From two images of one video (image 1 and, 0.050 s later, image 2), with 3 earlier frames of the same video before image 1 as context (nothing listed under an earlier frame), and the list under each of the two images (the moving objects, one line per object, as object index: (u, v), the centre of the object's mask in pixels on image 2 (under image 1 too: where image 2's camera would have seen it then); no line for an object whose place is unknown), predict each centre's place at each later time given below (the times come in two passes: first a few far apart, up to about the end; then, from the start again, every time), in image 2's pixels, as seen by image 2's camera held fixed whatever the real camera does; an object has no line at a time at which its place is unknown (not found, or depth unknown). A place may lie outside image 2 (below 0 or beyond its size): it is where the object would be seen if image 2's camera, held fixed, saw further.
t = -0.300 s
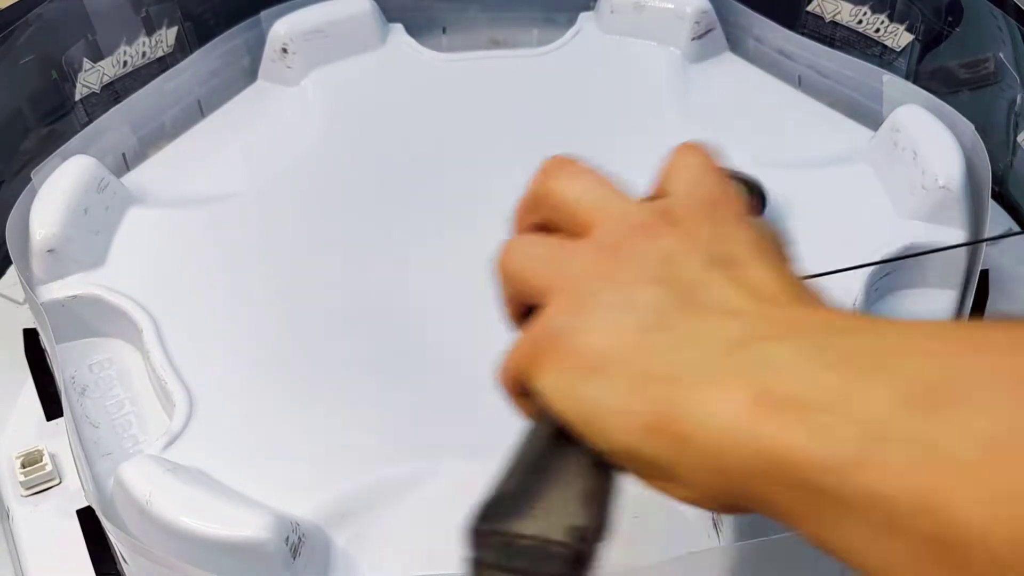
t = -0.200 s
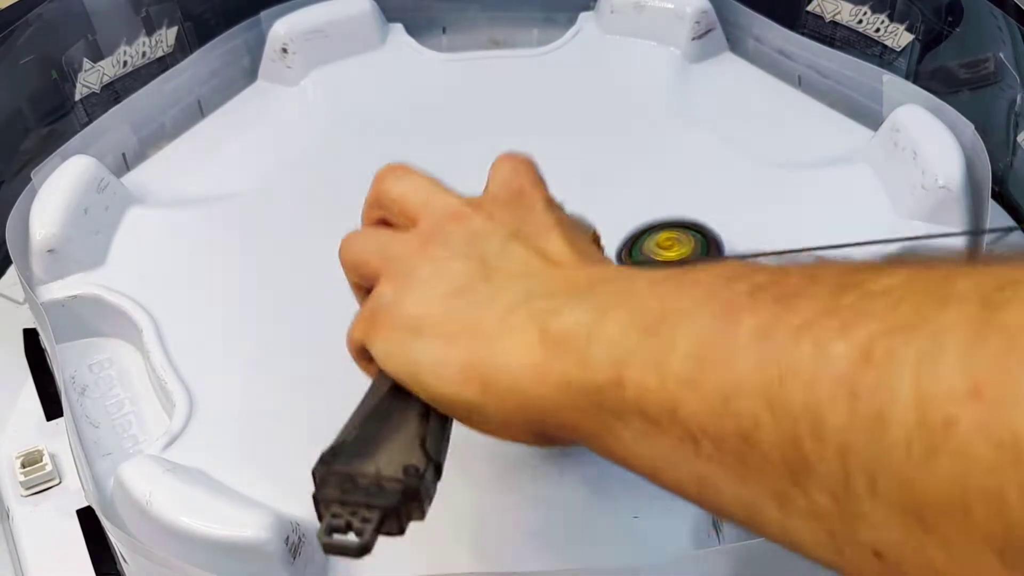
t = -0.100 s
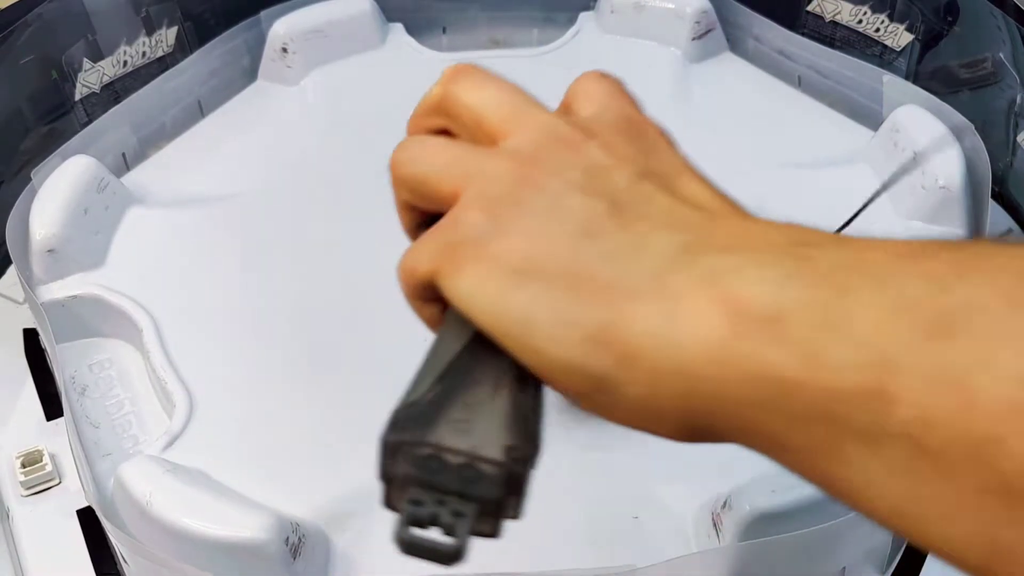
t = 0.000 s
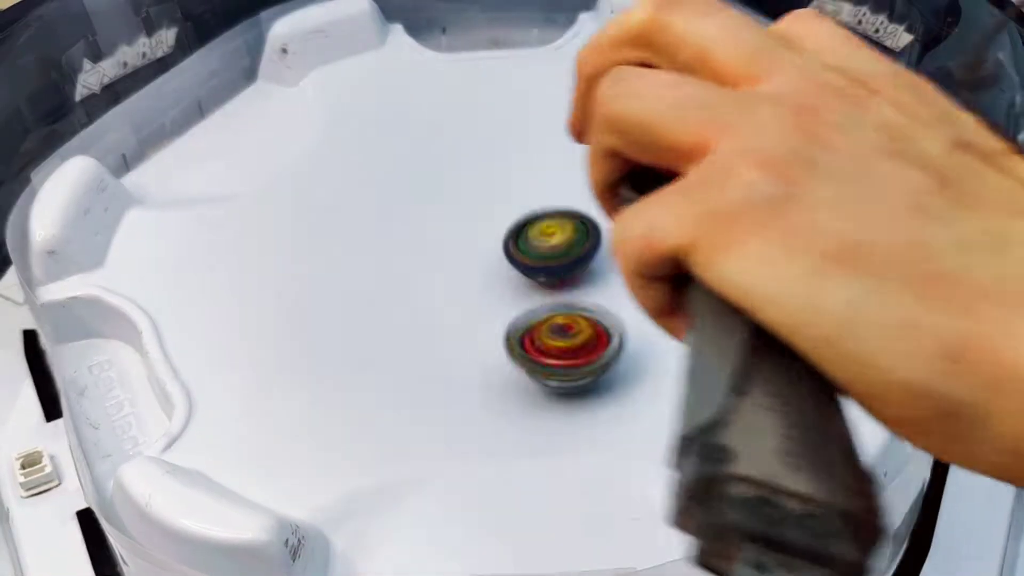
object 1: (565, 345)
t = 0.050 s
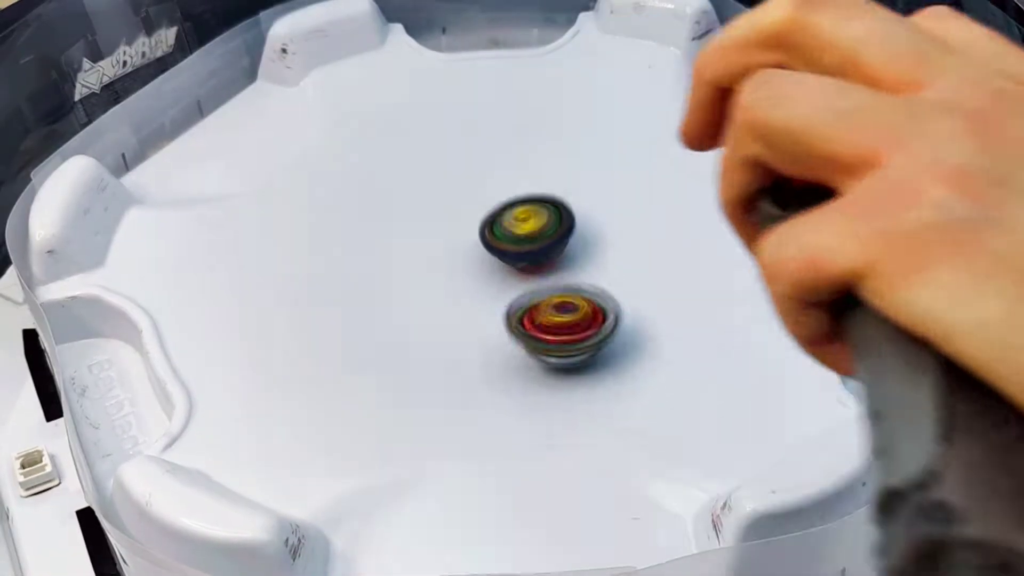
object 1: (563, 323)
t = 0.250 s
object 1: (480, 300)
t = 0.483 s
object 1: (422, 372)
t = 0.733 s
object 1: (563, 379)
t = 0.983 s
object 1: (597, 304)
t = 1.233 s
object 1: (638, 391)
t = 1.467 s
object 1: (660, 342)
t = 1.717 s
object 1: (540, 290)
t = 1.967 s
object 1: (429, 322)
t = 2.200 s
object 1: (492, 364)
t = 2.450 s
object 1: (558, 271)
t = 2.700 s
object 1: (605, 225)
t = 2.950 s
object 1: (390, 240)
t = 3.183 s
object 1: (397, 374)
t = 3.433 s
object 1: (635, 334)
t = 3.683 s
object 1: (564, 147)
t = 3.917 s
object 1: (313, 109)
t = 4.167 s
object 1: (158, 145)
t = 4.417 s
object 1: (228, 126)
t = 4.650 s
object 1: (315, 105)
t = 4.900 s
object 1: (349, 190)
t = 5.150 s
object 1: (391, 292)
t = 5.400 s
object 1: (503, 300)
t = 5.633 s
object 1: (476, 270)
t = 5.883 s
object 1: (429, 288)
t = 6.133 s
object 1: (470, 261)
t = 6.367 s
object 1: (416, 258)
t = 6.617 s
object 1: (479, 256)
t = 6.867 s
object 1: (458, 243)
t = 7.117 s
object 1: (477, 258)
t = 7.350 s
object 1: (512, 286)
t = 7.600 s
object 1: (556, 284)
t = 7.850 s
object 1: (571, 289)
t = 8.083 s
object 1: (568, 277)
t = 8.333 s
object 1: (581, 306)
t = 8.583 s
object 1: (553, 272)
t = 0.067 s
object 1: (563, 314)
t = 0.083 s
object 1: (563, 305)
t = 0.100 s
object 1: (562, 296)
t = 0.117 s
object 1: (560, 285)
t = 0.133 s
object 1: (558, 276)
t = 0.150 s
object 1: (553, 265)
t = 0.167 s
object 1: (542, 266)
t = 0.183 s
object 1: (531, 274)
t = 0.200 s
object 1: (519, 281)
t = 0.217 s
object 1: (507, 287)
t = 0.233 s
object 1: (493, 293)
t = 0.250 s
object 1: (480, 300)
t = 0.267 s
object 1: (468, 306)
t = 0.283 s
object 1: (456, 312)
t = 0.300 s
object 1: (445, 318)
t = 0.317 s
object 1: (436, 323)
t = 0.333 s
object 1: (428, 329)
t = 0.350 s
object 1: (421, 334)
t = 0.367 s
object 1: (416, 339)
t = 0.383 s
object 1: (412, 344)
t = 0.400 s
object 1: (411, 350)
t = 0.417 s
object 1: (411, 354)
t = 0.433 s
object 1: (412, 359)
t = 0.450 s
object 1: (415, 363)
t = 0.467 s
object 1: (418, 368)
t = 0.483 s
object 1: (422, 372)
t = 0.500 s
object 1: (428, 376)
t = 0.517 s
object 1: (434, 381)
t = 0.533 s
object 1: (441, 384)
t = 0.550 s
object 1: (449, 388)
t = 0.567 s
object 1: (457, 391)
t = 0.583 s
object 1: (466, 394)
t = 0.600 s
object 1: (475, 396)
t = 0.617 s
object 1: (485, 399)
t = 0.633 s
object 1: (496, 400)
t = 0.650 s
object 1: (508, 400)
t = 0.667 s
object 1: (520, 398)
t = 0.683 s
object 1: (531, 396)
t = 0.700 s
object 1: (543, 392)
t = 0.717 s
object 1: (553, 386)
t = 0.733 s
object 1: (563, 379)
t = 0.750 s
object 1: (572, 371)
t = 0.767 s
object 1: (580, 363)
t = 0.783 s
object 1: (587, 353)
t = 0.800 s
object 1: (591, 343)
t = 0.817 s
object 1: (596, 332)
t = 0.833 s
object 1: (597, 321)
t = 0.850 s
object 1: (598, 310)
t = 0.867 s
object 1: (598, 300)
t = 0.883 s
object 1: (596, 287)
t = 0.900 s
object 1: (596, 278)
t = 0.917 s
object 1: (595, 274)
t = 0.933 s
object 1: (595, 275)
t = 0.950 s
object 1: (596, 281)
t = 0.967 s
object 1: (597, 290)
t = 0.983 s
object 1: (597, 304)
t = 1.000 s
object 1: (598, 321)
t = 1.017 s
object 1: (598, 346)
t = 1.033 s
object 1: (599, 365)
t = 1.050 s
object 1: (599, 363)
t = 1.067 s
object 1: (600, 368)
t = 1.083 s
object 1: (602, 374)
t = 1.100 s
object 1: (603, 376)
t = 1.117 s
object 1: (606, 380)
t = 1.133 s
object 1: (609, 382)
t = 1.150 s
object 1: (613, 384)
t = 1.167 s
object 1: (618, 386)
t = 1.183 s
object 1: (622, 388)
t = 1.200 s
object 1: (627, 389)
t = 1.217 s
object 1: (633, 389)
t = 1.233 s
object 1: (638, 391)
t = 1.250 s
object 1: (645, 391)
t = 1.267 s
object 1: (650, 390)
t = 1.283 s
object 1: (655, 390)
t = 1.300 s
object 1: (660, 389)
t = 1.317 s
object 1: (665, 386)
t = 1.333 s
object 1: (668, 384)
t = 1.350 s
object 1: (672, 380)
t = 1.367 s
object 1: (673, 376)
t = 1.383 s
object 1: (673, 371)
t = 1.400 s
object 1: (673, 366)
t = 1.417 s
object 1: (672, 361)
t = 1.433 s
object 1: (668, 355)
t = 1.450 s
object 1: (664, 349)
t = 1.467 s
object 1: (660, 342)
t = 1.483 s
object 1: (653, 336)
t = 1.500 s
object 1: (646, 329)
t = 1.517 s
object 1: (639, 322)
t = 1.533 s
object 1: (630, 314)
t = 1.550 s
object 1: (620, 307)
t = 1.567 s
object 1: (611, 300)
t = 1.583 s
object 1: (601, 293)
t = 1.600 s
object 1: (595, 288)
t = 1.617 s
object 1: (589, 287)
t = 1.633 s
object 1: (583, 289)
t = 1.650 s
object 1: (576, 288)
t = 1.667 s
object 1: (569, 289)
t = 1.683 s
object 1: (559, 289)
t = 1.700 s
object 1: (549, 289)
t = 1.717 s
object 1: (540, 290)
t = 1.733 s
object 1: (530, 292)
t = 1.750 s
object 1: (518, 292)
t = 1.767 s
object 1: (508, 294)
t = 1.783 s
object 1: (498, 297)
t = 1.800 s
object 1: (488, 299)
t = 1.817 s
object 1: (478, 301)
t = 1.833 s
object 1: (470, 302)
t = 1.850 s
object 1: (462, 304)
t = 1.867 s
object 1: (455, 307)
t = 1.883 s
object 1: (448, 310)
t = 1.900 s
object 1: (442, 311)
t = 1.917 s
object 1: (438, 314)
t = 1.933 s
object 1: (434, 316)
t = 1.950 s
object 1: (431, 319)
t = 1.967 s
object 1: (429, 322)
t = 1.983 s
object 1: (428, 325)
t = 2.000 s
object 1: (428, 328)
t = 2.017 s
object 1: (430, 331)
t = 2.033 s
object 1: (431, 335)
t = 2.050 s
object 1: (434, 339)
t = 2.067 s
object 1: (438, 342)
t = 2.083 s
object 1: (442, 346)
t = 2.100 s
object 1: (448, 349)
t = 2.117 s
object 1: (453, 353)
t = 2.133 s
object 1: (459, 357)
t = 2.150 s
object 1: (467, 360)
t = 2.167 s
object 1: (475, 362)
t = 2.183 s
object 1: (483, 364)
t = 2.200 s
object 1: (492, 364)
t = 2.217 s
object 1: (501, 363)
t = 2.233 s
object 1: (511, 361)
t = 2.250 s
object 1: (521, 358)
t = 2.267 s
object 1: (529, 353)
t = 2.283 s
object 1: (537, 347)
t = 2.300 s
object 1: (544, 339)
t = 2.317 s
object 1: (549, 332)
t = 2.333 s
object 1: (553, 324)
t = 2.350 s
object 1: (555, 315)
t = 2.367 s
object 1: (556, 306)
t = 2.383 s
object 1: (554, 297)
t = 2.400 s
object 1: (551, 287)
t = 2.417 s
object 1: (548, 278)
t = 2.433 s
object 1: (545, 271)
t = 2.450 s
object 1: (558, 271)
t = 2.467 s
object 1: (573, 272)
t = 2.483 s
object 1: (587, 273)
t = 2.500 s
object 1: (599, 273)
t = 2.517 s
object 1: (609, 272)
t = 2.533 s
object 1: (617, 270)
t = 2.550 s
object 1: (624, 268)
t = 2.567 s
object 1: (629, 264)
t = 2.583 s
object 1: (632, 261)
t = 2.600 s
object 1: (633, 256)
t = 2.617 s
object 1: (633, 252)
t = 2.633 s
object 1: (631, 247)
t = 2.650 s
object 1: (627, 242)
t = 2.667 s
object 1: (622, 236)
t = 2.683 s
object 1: (614, 231)
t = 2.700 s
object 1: (605, 225)
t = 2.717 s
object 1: (594, 220)
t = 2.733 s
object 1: (582, 216)
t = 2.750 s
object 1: (569, 213)
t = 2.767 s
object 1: (555, 210)
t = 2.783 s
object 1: (541, 206)
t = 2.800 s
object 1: (527, 204)
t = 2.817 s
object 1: (511, 203)
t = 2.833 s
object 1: (495, 202)
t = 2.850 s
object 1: (480, 203)
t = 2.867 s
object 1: (464, 204)
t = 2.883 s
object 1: (447, 206)
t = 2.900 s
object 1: (432, 213)
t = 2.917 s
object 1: (417, 222)
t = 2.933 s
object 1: (403, 231)
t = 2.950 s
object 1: (390, 240)
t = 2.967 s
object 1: (378, 249)
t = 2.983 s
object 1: (367, 259)
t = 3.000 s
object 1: (358, 268)
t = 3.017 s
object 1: (351, 278)
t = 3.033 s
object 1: (346, 288)
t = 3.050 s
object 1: (343, 299)
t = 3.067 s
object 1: (342, 310)
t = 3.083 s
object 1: (344, 320)
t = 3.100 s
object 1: (347, 330)
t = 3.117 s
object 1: (353, 340)
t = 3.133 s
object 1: (361, 349)
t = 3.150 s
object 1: (371, 358)
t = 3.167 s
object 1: (383, 366)
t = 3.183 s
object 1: (397, 374)
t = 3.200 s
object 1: (411, 380)
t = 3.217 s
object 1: (427, 386)
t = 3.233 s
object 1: (444, 390)
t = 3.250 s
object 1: (462, 392)
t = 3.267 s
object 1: (480, 394)
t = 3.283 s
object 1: (499, 394)
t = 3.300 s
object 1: (517, 392)
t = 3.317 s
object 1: (535, 390)
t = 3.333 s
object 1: (553, 385)
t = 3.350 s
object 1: (570, 380)
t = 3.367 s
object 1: (586, 373)
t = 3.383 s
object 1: (601, 364)
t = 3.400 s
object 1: (614, 355)
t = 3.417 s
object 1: (625, 344)
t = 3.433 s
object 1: (635, 334)
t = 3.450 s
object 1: (643, 322)
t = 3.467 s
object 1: (650, 310)
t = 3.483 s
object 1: (655, 297)
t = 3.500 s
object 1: (658, 284)
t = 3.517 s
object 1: (658, 270)
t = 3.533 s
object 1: (657, 257)
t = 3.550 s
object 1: (654, 244)
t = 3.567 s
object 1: (648, 231)
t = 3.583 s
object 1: (642, 217)
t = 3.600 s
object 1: (633, 204)
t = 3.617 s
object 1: (621, 192)
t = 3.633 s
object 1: (609, 180)
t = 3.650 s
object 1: (595, 169)
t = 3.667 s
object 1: (580, 158)
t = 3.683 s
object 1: (564, 147)
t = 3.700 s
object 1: (548, 137)
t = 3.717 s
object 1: (531, 130)
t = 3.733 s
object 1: (514, 124)
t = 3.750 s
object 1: (496, 118)
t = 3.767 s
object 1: (479, 113)
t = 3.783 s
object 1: (460, 108)
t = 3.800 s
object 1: (442, 104)
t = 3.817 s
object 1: (423, 102)
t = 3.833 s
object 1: (405, 101)
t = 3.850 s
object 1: (386, 101)
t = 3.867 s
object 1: (367, 102)
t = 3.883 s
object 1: (349, 103)
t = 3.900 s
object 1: (330, 106)
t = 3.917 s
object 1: (313, 109)
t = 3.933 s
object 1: (296, 114)
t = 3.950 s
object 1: (279, 119)
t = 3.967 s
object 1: (263, 122)
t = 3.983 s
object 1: (246, 125)
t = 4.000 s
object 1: (231, 128)
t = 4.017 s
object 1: (217, 131)
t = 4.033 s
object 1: (203, 134)
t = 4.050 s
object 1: (192, 138)
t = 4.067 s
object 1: (180, 141)
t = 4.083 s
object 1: (170, 145)
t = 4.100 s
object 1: (159, 147)
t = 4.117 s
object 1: (148, 150)
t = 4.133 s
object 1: (149, 148)
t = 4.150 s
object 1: (152, 145)
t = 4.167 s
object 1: (158, 145)
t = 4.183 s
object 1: (162, 144)
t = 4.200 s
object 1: (166, 141)
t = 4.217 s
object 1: (170, 139)
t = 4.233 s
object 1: (174, 138)
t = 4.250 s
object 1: (179, 137)
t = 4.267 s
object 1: (183, 136)
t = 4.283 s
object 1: (186, 134)
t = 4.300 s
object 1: (191, 133)
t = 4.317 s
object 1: (196, 132)
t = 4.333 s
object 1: (201, 130)
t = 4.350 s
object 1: (206, 129)
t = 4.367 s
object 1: (212, 130)
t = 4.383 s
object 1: (217, 128)
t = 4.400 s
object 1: (222, 127)
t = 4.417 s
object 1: (228, 126)
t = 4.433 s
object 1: (234, 125)
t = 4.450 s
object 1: (240, 124)
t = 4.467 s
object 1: (247, 123)
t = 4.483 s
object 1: (253, 122)
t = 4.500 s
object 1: (261, 120)
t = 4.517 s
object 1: (267, 120)
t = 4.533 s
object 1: (275, 119)
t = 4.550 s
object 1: (281, 116)
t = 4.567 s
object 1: (288, 116)
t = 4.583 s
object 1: (295, 114)
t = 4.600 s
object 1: (301, 111)
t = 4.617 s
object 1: (306, 108)
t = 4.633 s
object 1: (311, 106)
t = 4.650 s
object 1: (315, 105)
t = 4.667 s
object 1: (318, 105)
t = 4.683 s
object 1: (321, 106)
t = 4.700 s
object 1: (324, 108)
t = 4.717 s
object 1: (326, 110)
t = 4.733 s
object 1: (328, 114)
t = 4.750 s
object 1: (329, 119)
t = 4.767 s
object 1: (330, 125)
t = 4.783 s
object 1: (331, 130)
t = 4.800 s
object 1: (332, 137)
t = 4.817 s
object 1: (333, 145)
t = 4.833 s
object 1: (335, 153)
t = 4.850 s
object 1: (336, 161)
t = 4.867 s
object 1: (339, 171)
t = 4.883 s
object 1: (344, 179)
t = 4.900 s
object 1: (349, 190)
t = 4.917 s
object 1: (356, 199)
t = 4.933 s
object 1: (364, 210)
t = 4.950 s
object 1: (374, 221)
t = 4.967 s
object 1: (385, 231)
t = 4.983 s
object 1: (398, 242)
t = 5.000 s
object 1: (398, 244)
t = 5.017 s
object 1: (388, 248)
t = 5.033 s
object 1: (382, 257)
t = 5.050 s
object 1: (376, 261)
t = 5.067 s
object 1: (373, 267)
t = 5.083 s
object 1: (372, 272)
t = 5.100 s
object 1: (374, 278)
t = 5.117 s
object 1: (378, 283)
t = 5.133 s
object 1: (384, 289)
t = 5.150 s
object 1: (391, 292)
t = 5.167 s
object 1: (402, 298)
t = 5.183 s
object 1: (414, 301)
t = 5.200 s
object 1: (427, 305)
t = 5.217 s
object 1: (440, 306)
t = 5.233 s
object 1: (454, 307)
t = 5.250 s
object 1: (468, 306)
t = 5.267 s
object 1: (483, 305)
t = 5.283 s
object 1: (496, 302)
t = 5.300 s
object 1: (511, 298)
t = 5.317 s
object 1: (518, 295)
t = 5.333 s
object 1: (513, 299)
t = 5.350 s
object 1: (508, 300)
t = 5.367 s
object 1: (506, 300)
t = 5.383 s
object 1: (503, 301)
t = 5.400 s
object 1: (503, 300)
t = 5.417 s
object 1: (502, 300)
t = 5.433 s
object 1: (503, 298)
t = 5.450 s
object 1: (504, 297)
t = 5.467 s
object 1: (506, 295)
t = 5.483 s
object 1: (506, 292)
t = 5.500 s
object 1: (505, 289)
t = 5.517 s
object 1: (503, 287)
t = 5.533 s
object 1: (501, 284)
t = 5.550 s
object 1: (498, 281)
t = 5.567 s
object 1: (494, 278)
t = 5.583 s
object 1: (491, 276)
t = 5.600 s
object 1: (486, 274)
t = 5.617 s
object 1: (481, 271)
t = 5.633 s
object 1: (476, 270)
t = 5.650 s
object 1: (470, 268)
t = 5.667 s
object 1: (464, 268)
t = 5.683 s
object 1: (457, 267)
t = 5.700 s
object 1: (452, 267)
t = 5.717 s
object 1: (446, 267)
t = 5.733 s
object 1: (442, 268)
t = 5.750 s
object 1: (437, 270)
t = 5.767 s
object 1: (432, 271)
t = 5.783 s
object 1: (429, 274)
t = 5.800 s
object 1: (426, 276)
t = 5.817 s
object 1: (425, 279)
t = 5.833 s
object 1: (424, 281)
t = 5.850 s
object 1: (424, 284)
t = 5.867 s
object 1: (426, 286)
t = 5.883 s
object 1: (429, 288)
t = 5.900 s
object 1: (433, 290)
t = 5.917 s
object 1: (437, 291)
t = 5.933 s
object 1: (441, 291)
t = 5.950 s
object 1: (447, 292)
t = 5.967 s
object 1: (454, 291)
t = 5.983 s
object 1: (460, 289)
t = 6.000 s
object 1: (467, 286)
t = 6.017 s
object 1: (471, 283)
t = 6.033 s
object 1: (477, 279)
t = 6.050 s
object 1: (481, 276)
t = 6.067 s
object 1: (481, 273)
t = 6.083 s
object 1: (480, 270)
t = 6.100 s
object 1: (477, 267)
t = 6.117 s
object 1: (473, 264)
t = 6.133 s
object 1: (470, 261)
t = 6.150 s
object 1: (465, 259)
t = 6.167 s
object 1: (461, 256)
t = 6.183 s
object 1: (457, 255)
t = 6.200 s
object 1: (451, 253)
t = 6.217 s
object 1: (446, 251)
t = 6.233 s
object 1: (441, 251)
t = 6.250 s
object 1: (435, 251)
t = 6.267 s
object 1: (431, 251)
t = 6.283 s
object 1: (428, 252)
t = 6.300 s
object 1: (423, 253)
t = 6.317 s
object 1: (421, 254)
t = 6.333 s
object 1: (419, 255)
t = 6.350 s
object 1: (417, 256)
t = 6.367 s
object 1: (416, 258)
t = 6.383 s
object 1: (416, 260)
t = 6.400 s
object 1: (416, 262)
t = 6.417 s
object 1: (418, 263)
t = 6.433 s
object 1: (420, 265)
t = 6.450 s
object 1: (423, 267)
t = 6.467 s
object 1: (426, 268)
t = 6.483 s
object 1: (432, 269)
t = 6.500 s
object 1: (438, 270)
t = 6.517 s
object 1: (443, 270)
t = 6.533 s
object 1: (449, 269)
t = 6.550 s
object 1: (456, 268)
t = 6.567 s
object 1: (462, 266)
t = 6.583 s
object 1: (468, 263)
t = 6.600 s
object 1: (474, 260)
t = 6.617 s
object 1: (479, 256)
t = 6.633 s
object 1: (483, 252)
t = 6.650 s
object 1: (485, 248)
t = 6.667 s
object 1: (484, 248)
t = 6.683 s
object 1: (481, 246)
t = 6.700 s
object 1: (479, 245)
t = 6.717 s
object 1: (477, 243)
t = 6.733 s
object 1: (475, 242)
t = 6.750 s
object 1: (471, 242)
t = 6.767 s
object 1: (469, 241)
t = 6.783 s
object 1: (467, 241)
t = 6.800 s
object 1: (464, 241)
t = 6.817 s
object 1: (462, 241)
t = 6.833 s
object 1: (460, 241)
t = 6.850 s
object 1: (459, 242)
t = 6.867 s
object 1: (458, 243)
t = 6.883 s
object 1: (457, 243)
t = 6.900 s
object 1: (457, 244)
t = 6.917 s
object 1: (457, 245)
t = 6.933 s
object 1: (458, 247)
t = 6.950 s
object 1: (459, 247)
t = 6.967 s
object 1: (460, 248)
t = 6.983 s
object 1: (462, 249)
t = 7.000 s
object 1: (465, 250)
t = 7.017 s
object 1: (467, 251)
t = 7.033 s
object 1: (469, 251)
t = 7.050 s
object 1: (471, 252)
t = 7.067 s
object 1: (473, 254)
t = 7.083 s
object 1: (474, 256)
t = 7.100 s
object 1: (474, 257)
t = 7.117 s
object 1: (477, 258)
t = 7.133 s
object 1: (480, 258)
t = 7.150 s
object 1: (482, 259)
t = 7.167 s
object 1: (486, 259)
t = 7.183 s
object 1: (485, 263)
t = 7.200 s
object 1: (484, 267)
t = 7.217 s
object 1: (484, 271)
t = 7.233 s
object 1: (484, 275)
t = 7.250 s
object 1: (486, 279)
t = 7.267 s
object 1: (489, 281)
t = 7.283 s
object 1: (492, 284)
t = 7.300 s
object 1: (497, 285)
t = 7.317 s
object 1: (502, 286)
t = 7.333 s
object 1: (507, 286)
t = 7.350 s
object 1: (512, 286)
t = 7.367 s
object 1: (517, 286)
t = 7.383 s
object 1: (522, 283)
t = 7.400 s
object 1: (526, 281)
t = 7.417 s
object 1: (530, 278)
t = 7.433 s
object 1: (534, 276)
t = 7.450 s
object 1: (536, 273)
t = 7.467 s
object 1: (539, 275)
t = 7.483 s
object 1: (541, 277)
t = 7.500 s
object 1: (542, 280)
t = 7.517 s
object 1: (544, 281)
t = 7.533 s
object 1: (546, 282)
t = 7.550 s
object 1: (549, 283)
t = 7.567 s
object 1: (552, 283)
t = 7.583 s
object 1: (554, 283)
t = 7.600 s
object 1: (556, 284)
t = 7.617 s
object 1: (558, 283)
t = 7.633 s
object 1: (559, 281)
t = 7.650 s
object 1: (561, 281)
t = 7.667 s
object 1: (561, 279)
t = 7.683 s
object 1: (562, 278)
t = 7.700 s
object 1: (562, 278)
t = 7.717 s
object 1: (560, 276)
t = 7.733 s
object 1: (558, 272)
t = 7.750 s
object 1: (560, 275)
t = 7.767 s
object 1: (560, 278)
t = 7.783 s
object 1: (562, 281)
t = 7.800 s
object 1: (564, 283)
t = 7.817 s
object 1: (567, 285)
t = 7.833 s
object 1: (569, 288)
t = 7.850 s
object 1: (571, 289)
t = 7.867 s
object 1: (574, 290)
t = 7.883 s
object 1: (576, 291)
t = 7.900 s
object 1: (578, 291)
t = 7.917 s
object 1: (581, 291)
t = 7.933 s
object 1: (582, 290)
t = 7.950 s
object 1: (583, 290)
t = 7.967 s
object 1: (585, 288)
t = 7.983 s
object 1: (585, 286)
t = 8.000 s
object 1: (584, 285)
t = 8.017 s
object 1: (583, 283)
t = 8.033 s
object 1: (580, 281)
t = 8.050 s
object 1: (577, 280)
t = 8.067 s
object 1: (573, 278)
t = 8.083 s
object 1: (568, 277)
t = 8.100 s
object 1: (563, 276)
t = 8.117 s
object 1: (557, 276)
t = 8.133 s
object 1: (551, 275)
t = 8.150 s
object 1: (550, 277)
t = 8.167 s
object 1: (550, 283)
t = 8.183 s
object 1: (553, 286)
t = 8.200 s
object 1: (554, 292)
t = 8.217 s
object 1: (557, 295)
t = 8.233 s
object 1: (560, 298)
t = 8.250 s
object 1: (562, 300)
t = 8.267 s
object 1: (564, 302)
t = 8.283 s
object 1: (568, 304)
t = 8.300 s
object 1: (572, 305)
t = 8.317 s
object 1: (576, 306)
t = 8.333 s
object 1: (581, 306)
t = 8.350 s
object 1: (585, 305)
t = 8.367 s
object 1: (588, 304)
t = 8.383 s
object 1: (592, 303)
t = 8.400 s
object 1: (595, 300)
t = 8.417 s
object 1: (596, 298)
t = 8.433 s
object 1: (597, 295)
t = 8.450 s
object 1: (596, 291)
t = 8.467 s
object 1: (594, 288)
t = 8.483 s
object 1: (592, 285)
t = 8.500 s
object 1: (587, 282)
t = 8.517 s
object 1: (582, 280)
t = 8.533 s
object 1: (576, 277)
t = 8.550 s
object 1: (569, 275)
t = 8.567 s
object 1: (561, 273)
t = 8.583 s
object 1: (553, 272)
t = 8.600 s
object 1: (547, 272)
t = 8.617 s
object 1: (546, 275)
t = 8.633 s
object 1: (546, 279)
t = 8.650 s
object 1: (545, 282)
